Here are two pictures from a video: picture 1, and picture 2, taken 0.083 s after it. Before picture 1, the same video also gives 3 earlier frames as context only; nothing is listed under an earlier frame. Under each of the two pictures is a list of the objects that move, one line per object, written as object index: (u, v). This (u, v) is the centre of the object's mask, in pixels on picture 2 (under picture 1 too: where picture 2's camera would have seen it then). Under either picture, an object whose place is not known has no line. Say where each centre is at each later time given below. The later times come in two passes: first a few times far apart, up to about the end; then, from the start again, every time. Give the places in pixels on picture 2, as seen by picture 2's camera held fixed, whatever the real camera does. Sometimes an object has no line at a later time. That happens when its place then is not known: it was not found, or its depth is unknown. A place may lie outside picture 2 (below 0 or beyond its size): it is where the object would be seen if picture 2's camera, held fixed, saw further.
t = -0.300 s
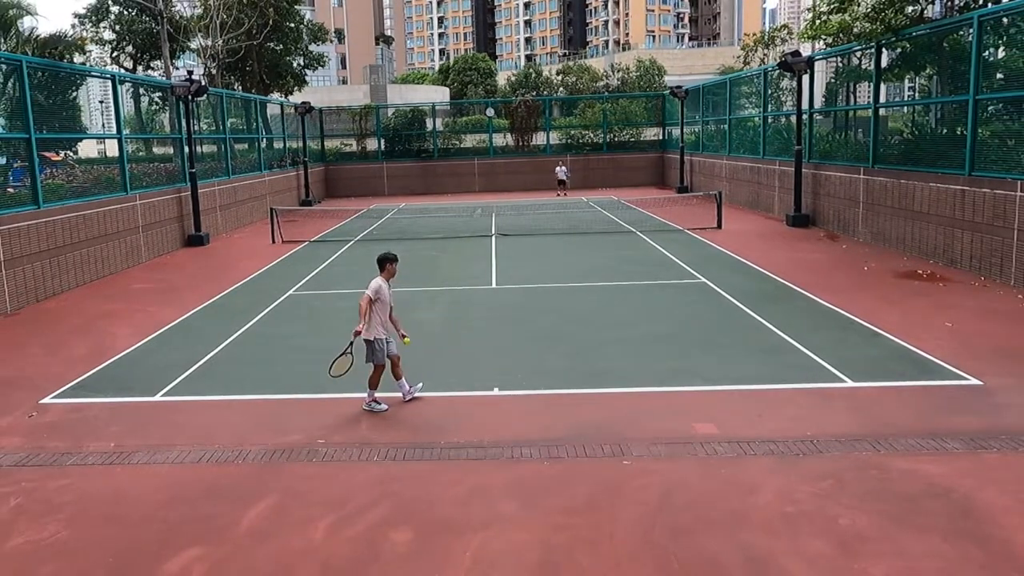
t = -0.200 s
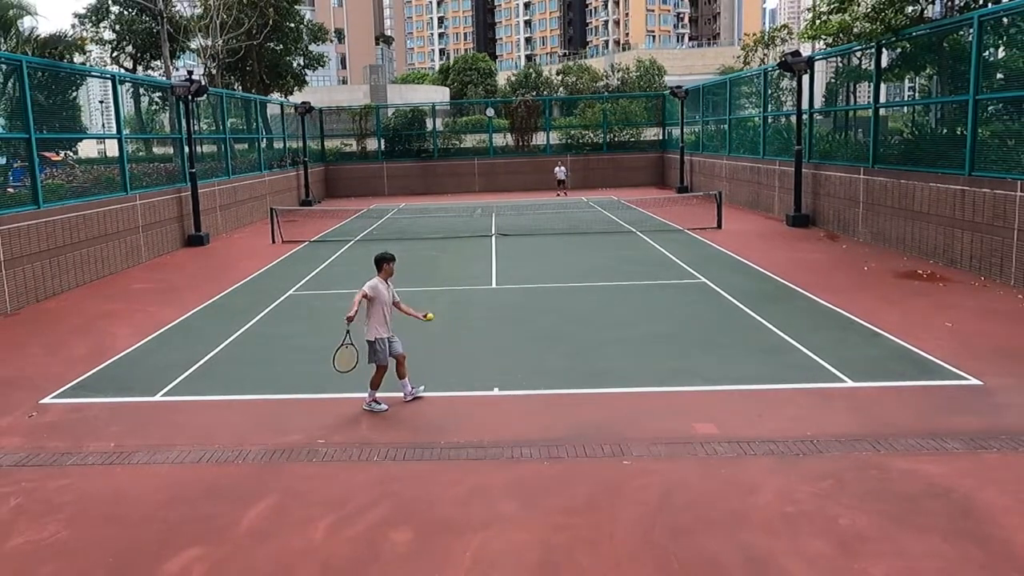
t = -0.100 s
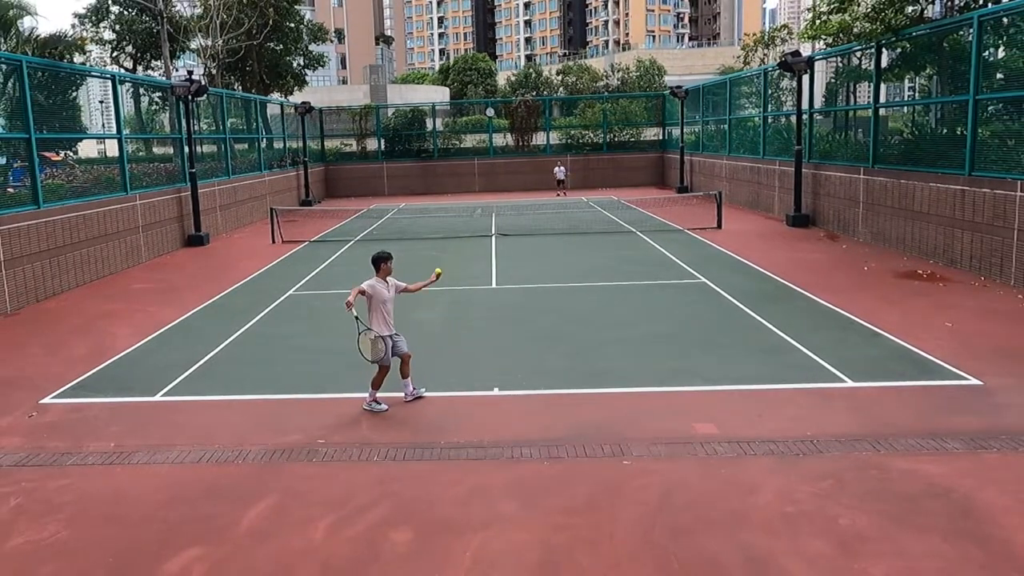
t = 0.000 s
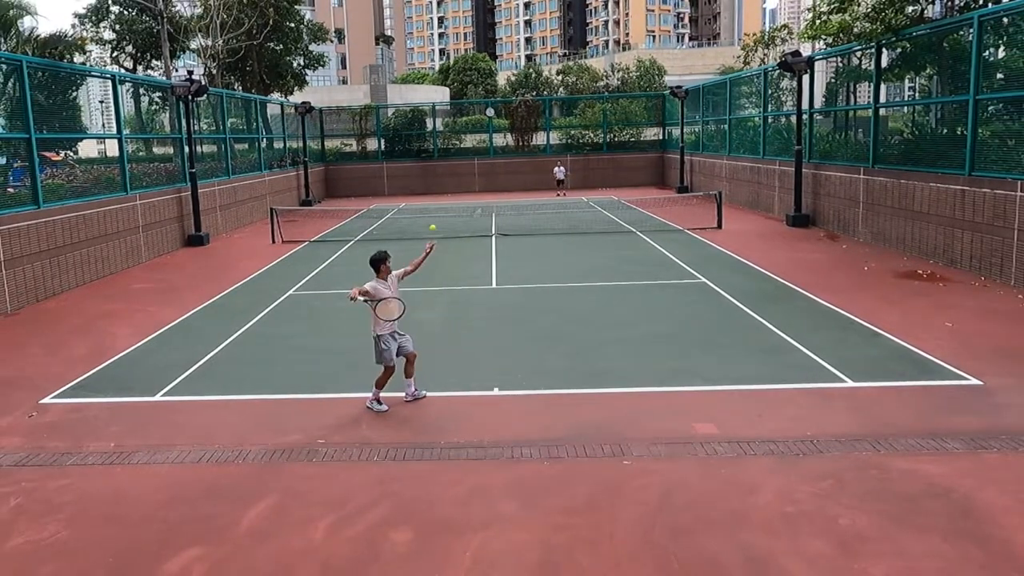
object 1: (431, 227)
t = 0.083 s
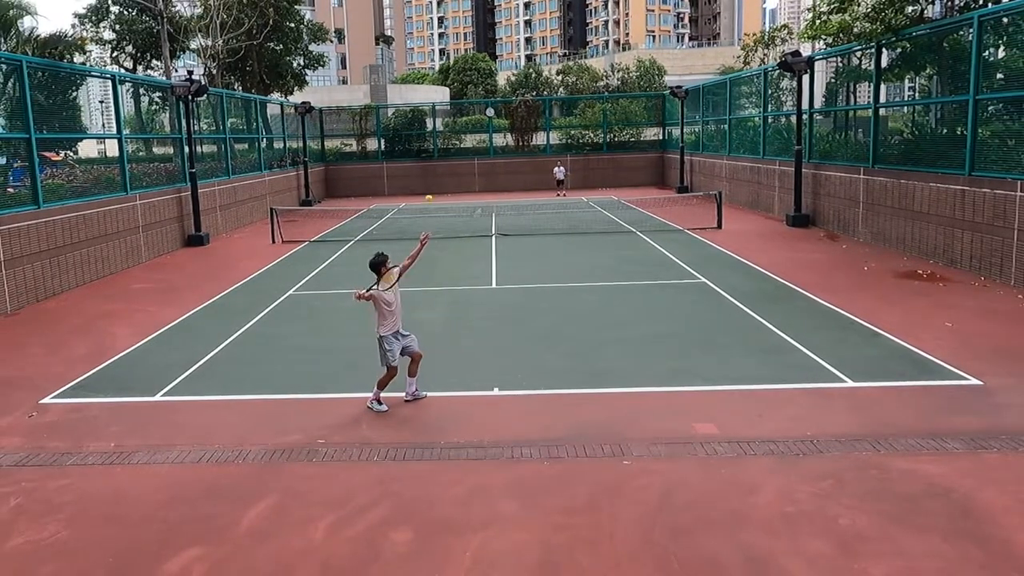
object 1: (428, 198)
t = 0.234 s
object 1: (420, 160)
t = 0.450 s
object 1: (413, 142)
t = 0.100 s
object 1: (426, 192)
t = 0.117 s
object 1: (424, 186)
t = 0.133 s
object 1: (424, 183)
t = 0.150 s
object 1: (423, 179)
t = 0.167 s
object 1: (423, 174)
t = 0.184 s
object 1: (422, 170)
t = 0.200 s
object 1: (421, 167)
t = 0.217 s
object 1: (420, 164)
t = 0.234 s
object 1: (420, 160)
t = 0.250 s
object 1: (419, 157)
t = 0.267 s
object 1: (419, 154)
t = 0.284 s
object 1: (418, 152)
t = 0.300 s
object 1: (418, 150)
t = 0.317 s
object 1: (418, 148)
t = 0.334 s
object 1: (418, 145)
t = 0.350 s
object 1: (418, 144)
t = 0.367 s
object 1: (418, 145)
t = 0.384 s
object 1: (415, 143)
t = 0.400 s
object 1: (415, 143)
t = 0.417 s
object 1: (414, 142)
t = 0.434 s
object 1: (414, 142)
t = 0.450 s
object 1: (413, 142)
